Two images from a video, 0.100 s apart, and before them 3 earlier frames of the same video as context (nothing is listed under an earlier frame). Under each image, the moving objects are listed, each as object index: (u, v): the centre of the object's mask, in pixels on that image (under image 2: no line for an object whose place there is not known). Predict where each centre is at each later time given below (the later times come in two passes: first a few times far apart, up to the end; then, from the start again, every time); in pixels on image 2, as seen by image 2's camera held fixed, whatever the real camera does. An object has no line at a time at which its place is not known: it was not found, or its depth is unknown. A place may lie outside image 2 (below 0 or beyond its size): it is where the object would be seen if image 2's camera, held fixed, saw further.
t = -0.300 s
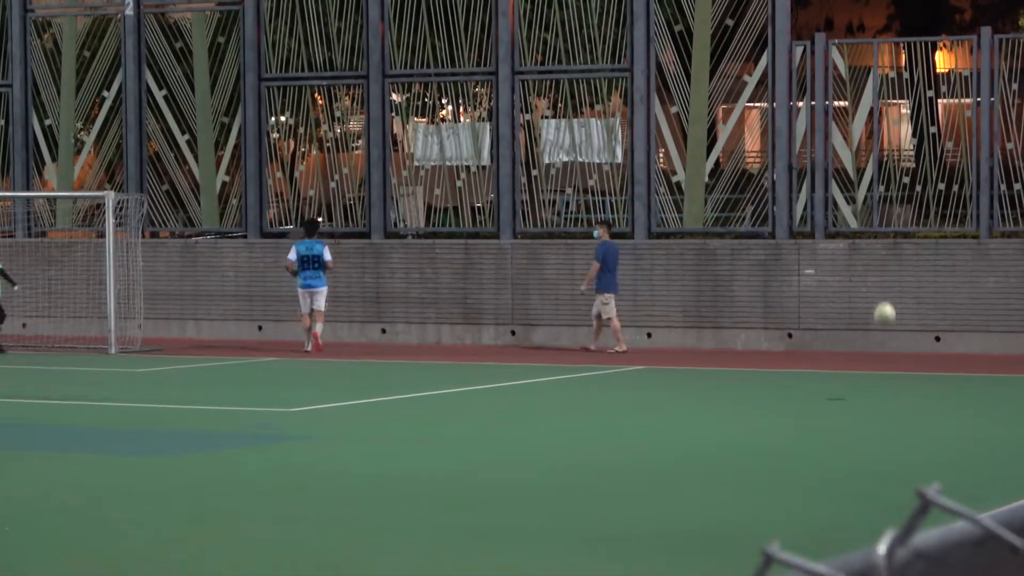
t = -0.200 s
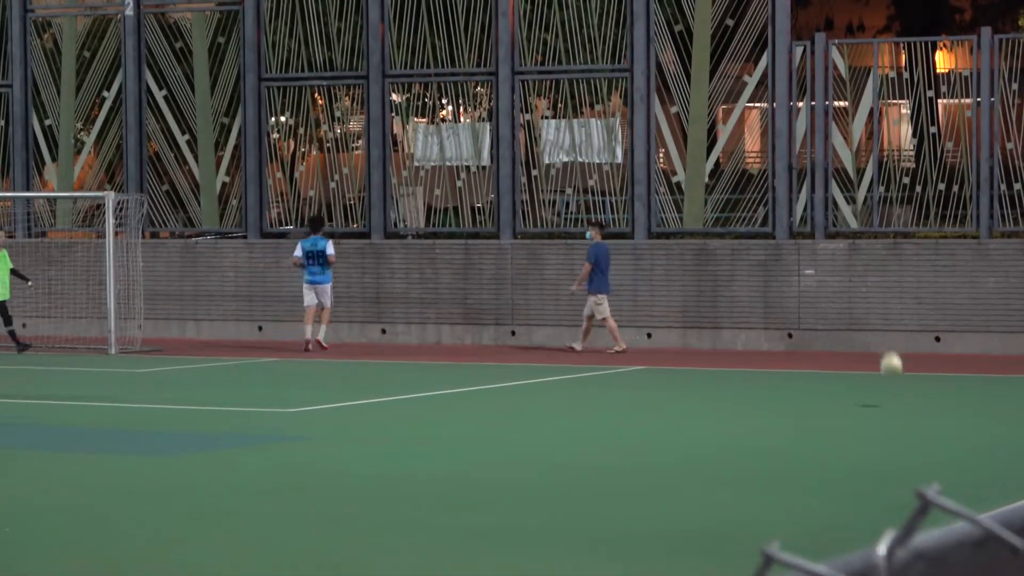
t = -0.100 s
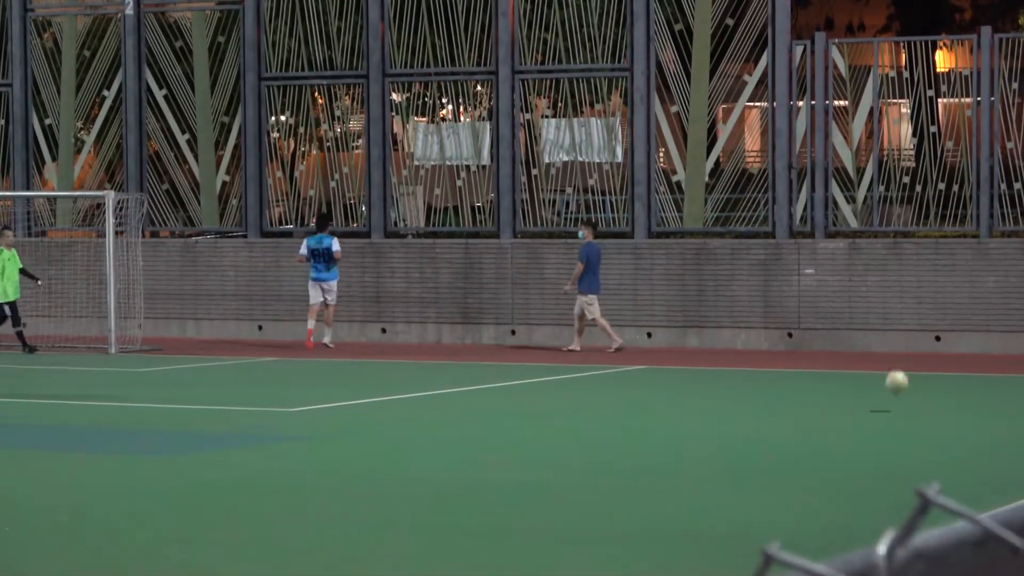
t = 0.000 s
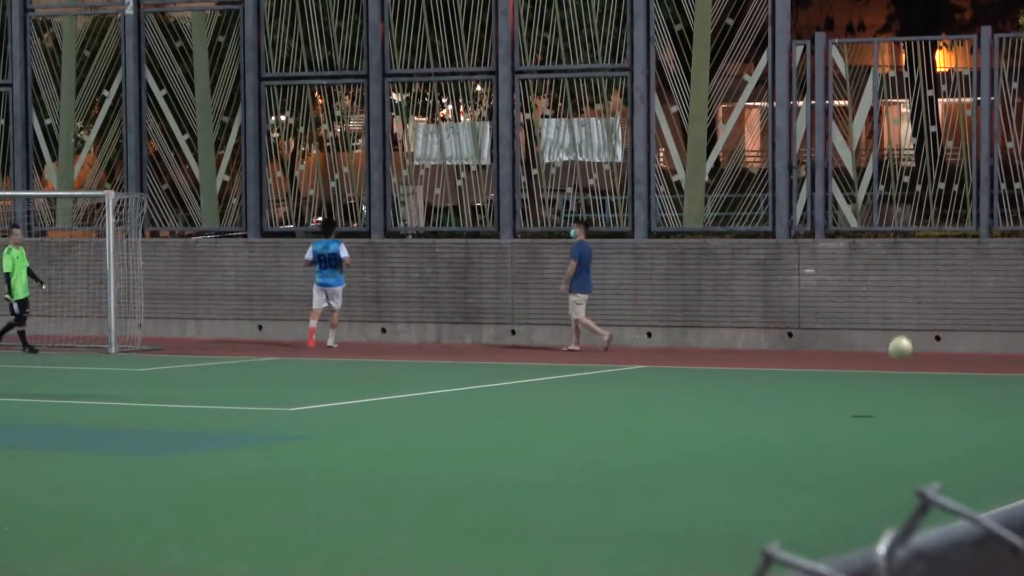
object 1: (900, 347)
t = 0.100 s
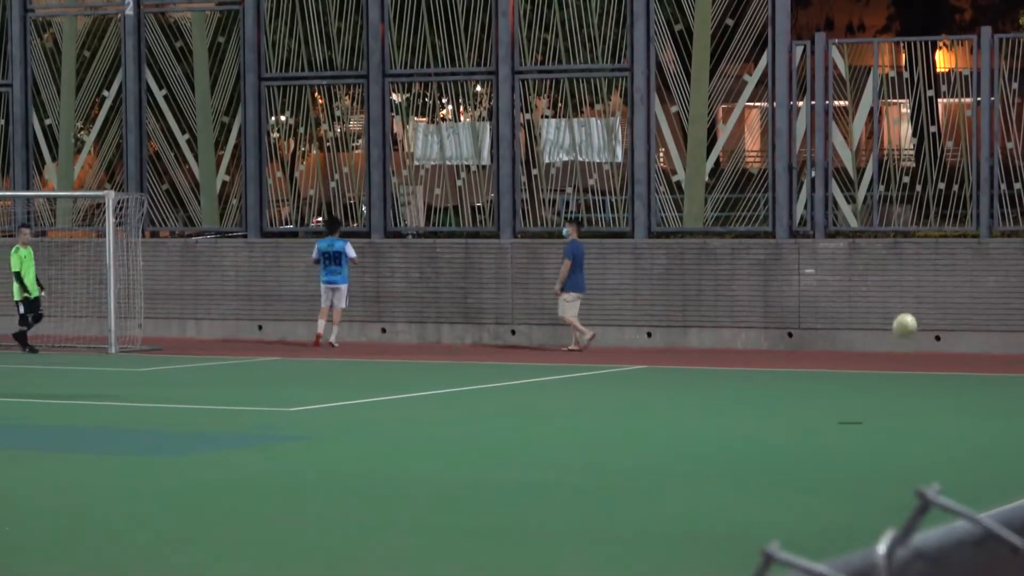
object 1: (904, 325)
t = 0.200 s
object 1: (909, 315)
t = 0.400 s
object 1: (919, 328)
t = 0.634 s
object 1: (932, 418)
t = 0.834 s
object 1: (949, 419)
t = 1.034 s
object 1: (971, 402)
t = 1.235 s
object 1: (996, 451)
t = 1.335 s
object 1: (1007, 497)
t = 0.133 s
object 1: (906, 321)
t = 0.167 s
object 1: (908, 317)
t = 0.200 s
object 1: (909, 315)
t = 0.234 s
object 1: (911, 313)
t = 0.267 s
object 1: (912, 313)
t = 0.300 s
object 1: (914, 314)
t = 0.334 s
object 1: (916, 318)
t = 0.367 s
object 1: (918, 322)
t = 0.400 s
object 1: (919, 328)
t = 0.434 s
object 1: (921, 336)
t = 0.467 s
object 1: (923, 345)
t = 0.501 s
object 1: (925, 356)
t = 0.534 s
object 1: (927, 369)
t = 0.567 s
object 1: (929, 384)
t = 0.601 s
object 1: (931, 400)
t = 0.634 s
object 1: (932, 418)
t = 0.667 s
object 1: (935, 438)
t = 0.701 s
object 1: (936, 460)
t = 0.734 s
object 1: (940, 448)
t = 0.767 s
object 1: (943, 437)
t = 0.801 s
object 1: (946, 427)
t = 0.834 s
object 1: (949, 419)
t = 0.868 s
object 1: (953, 412)
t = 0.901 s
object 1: (957, 407)
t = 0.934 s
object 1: (960, 403)
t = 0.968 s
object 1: (963, 401)
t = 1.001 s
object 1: (967, 401)
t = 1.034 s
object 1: (971, 402)
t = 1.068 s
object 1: (975, 405)
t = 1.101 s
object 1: (979, 410)
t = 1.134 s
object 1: (984, 417)
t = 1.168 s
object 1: (988, 426)
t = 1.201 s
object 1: (992, 438)
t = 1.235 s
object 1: (996, 451)
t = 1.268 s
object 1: (1002, 467)
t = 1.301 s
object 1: (1006, 484)
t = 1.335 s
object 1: (1007, 497)
